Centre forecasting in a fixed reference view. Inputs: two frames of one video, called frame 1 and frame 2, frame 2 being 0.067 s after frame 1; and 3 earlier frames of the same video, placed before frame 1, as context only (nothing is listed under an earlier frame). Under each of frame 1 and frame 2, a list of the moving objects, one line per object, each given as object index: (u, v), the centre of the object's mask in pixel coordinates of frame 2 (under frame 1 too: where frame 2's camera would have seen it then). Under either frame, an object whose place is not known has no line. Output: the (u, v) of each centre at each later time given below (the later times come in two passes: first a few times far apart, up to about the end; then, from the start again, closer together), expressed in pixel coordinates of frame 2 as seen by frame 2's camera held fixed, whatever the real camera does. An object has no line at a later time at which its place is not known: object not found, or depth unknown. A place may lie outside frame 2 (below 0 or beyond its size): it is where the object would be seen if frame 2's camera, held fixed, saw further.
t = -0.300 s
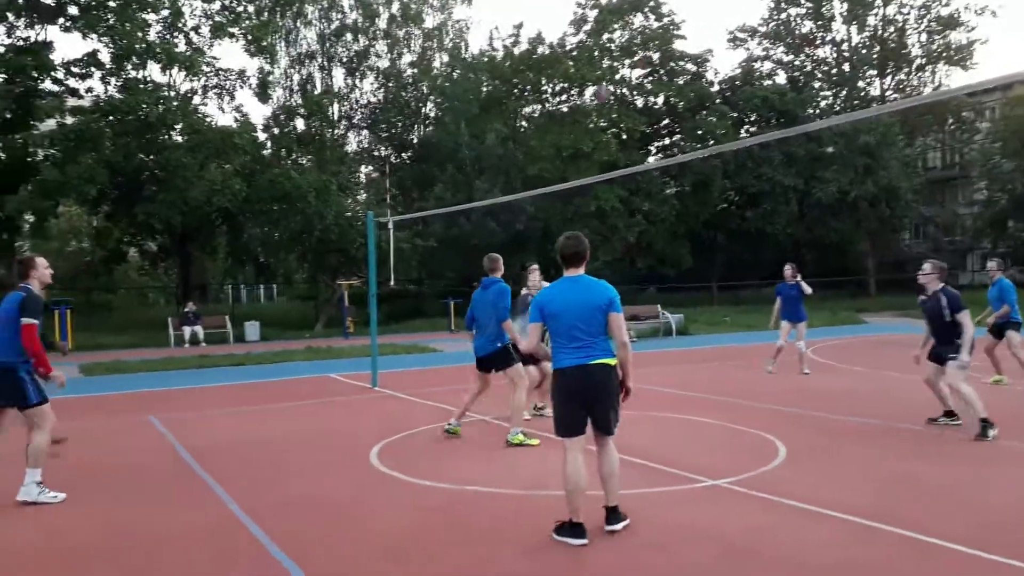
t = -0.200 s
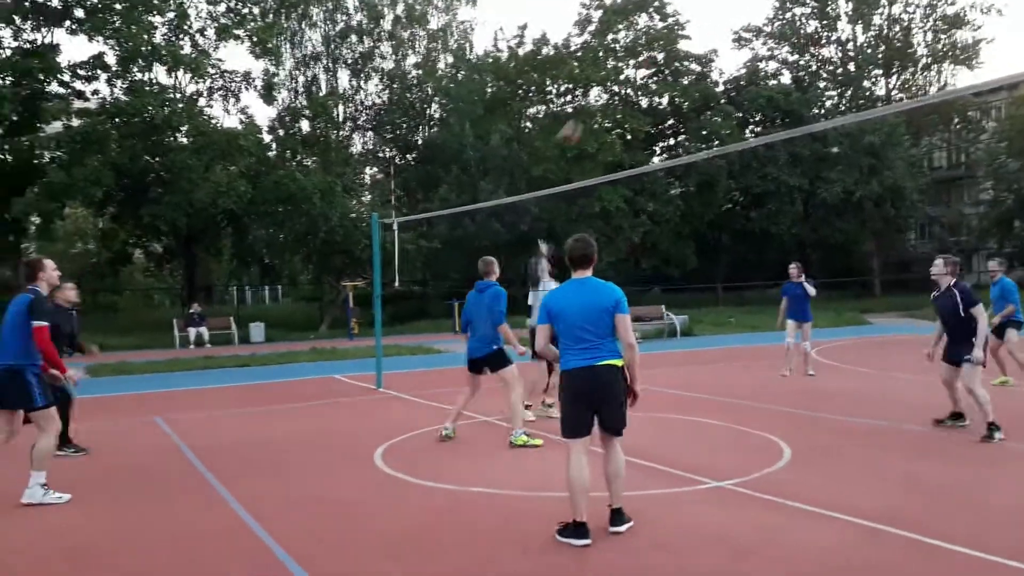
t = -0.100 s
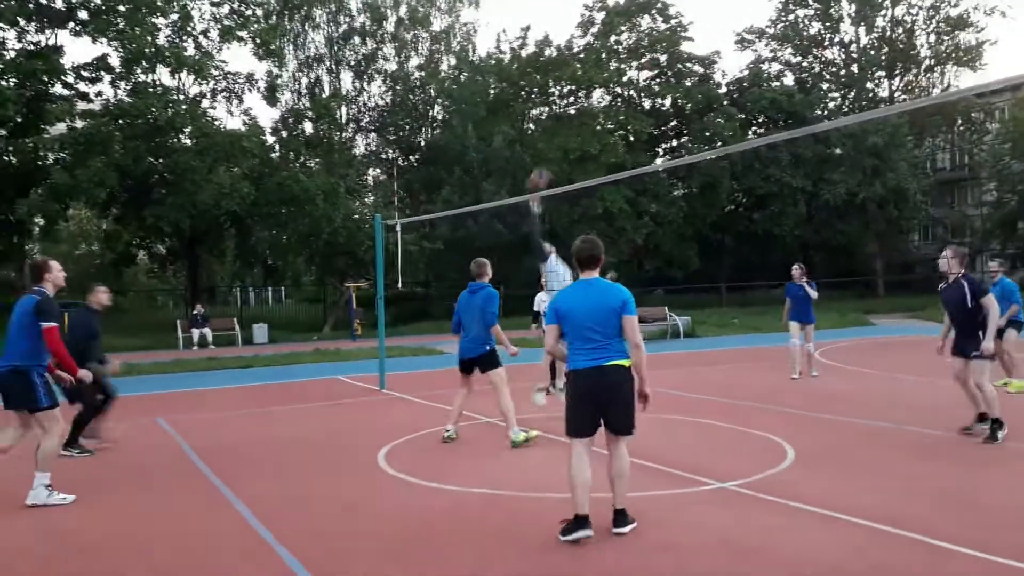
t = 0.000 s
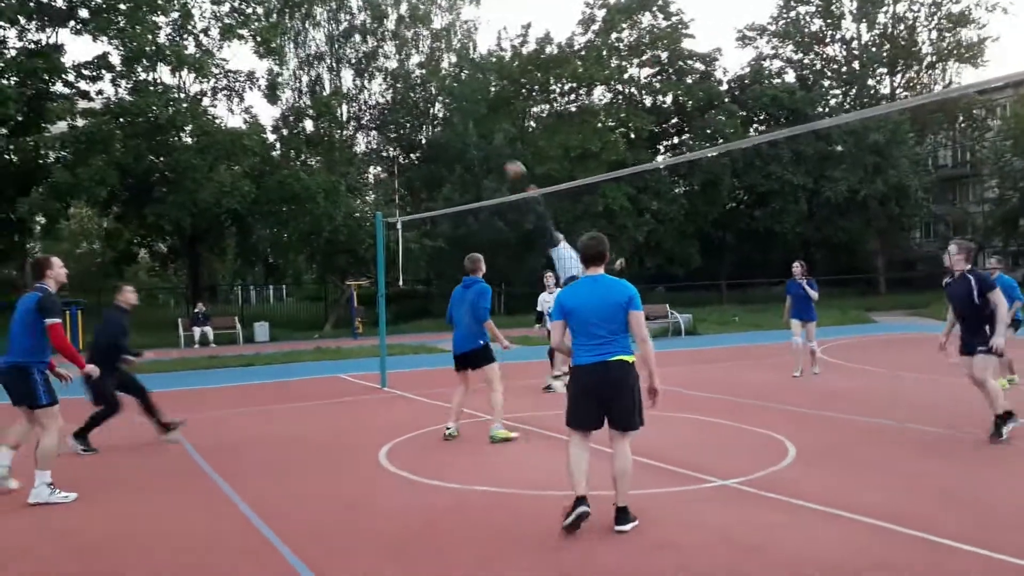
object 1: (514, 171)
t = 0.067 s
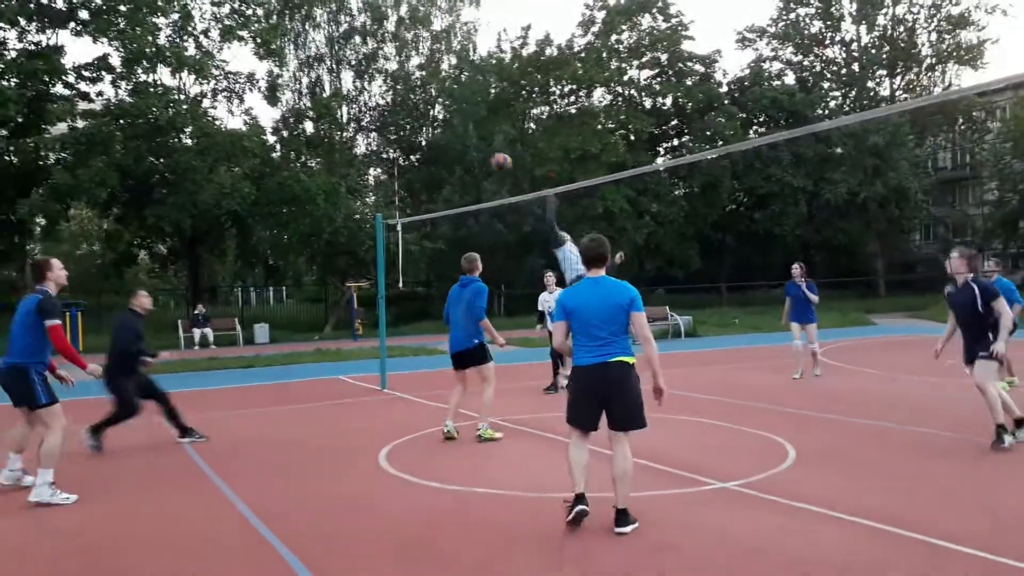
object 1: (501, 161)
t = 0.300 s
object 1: (454, 156)
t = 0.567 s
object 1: (404, 203)
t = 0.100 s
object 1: (494, 159)
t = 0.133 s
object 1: (487, 156)
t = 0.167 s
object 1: (480, 155)
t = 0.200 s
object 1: (474, 154)
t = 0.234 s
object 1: (466, 153)
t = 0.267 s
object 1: (460, 155)
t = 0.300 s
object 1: (454, 156)
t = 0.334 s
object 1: (448, 161)
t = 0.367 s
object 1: (441, 165)
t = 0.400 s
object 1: (434, 169)
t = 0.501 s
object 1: (417, 187)
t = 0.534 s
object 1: (412, 194)
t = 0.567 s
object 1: (404, 203)
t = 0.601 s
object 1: (400, 213)
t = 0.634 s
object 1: (393, 224)
